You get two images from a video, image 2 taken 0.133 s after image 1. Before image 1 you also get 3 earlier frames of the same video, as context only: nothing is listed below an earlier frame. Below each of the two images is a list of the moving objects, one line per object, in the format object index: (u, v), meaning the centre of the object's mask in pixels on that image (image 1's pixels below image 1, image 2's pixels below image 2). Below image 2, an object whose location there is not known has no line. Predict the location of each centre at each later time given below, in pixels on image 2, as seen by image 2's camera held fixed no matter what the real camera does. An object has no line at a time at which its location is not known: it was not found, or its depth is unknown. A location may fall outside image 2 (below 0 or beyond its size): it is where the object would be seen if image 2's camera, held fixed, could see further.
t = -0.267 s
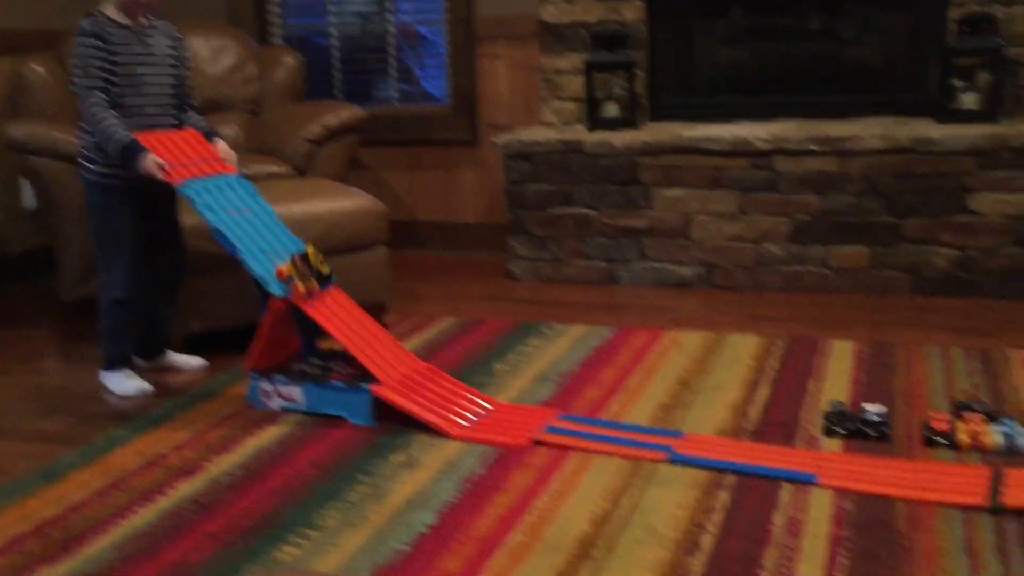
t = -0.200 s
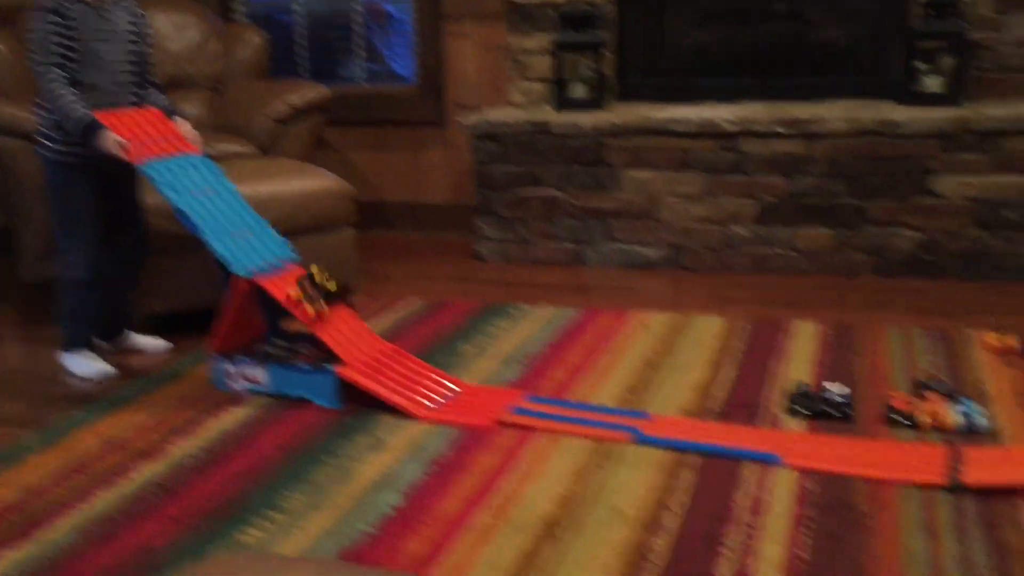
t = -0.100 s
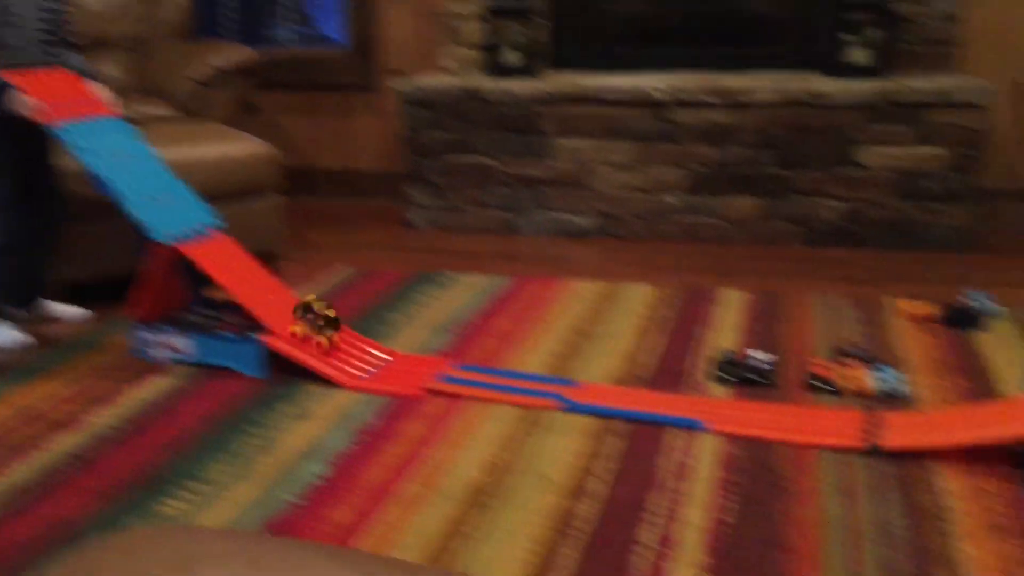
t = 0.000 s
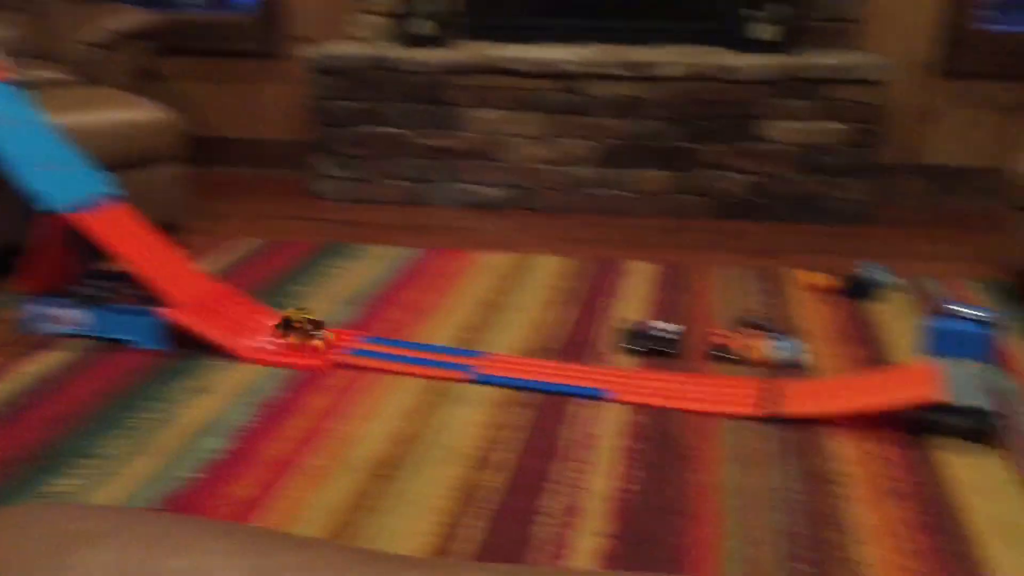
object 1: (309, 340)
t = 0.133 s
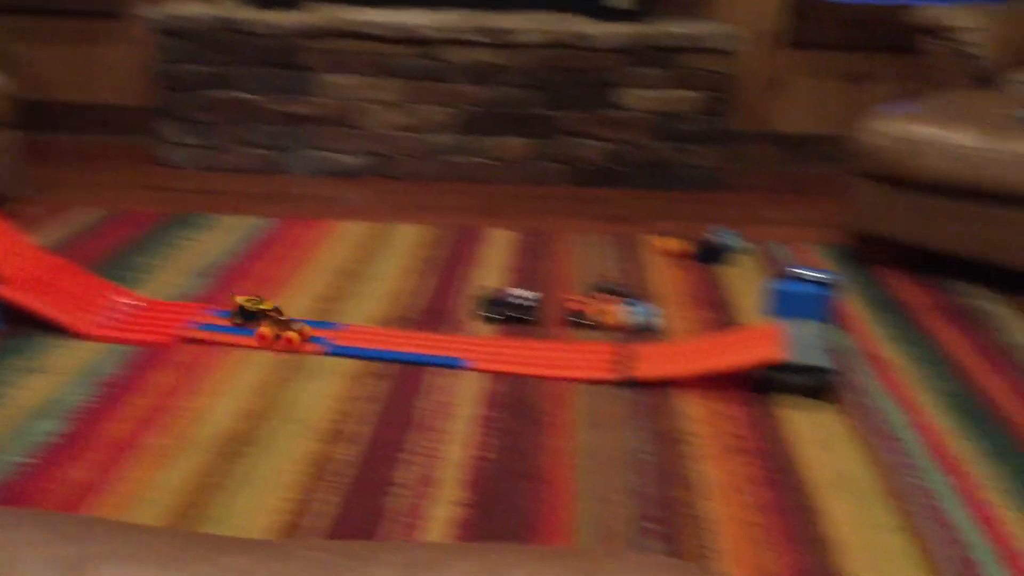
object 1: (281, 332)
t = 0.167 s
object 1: (313, 335)
